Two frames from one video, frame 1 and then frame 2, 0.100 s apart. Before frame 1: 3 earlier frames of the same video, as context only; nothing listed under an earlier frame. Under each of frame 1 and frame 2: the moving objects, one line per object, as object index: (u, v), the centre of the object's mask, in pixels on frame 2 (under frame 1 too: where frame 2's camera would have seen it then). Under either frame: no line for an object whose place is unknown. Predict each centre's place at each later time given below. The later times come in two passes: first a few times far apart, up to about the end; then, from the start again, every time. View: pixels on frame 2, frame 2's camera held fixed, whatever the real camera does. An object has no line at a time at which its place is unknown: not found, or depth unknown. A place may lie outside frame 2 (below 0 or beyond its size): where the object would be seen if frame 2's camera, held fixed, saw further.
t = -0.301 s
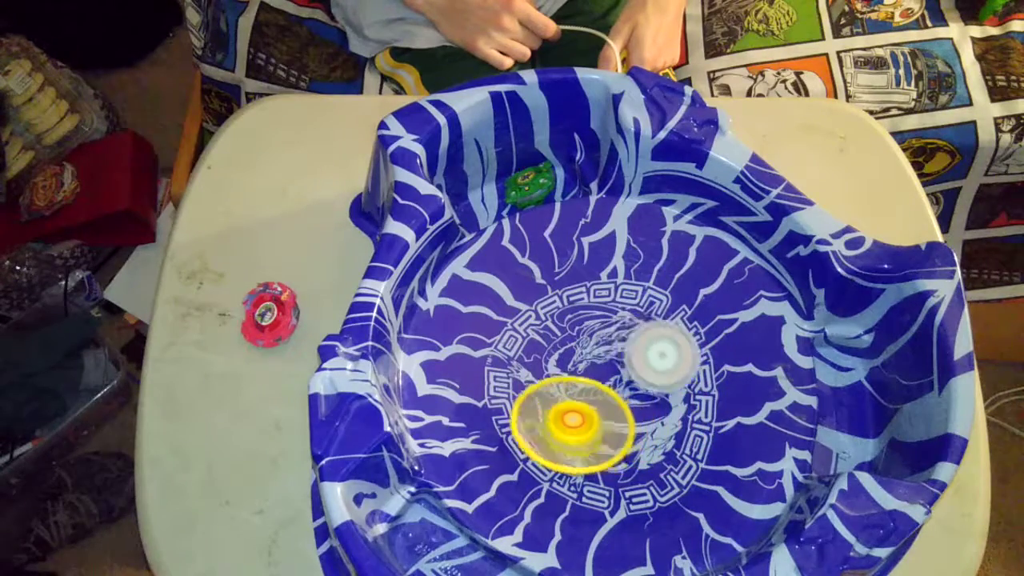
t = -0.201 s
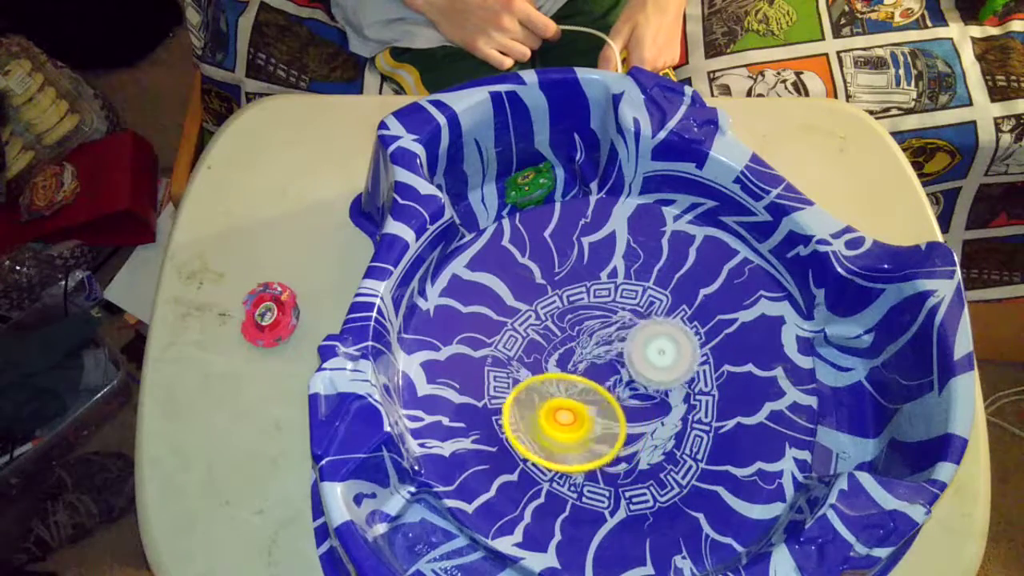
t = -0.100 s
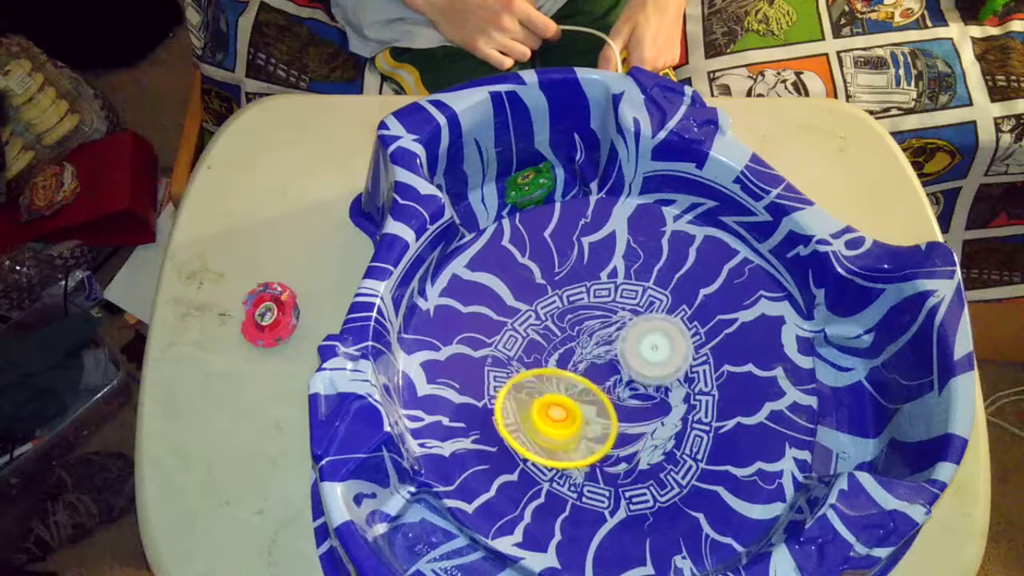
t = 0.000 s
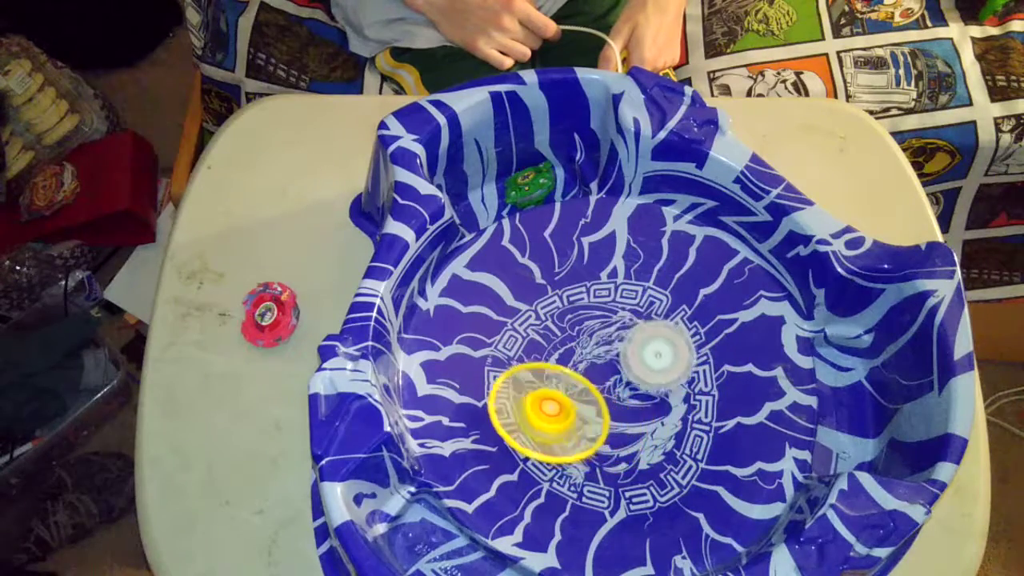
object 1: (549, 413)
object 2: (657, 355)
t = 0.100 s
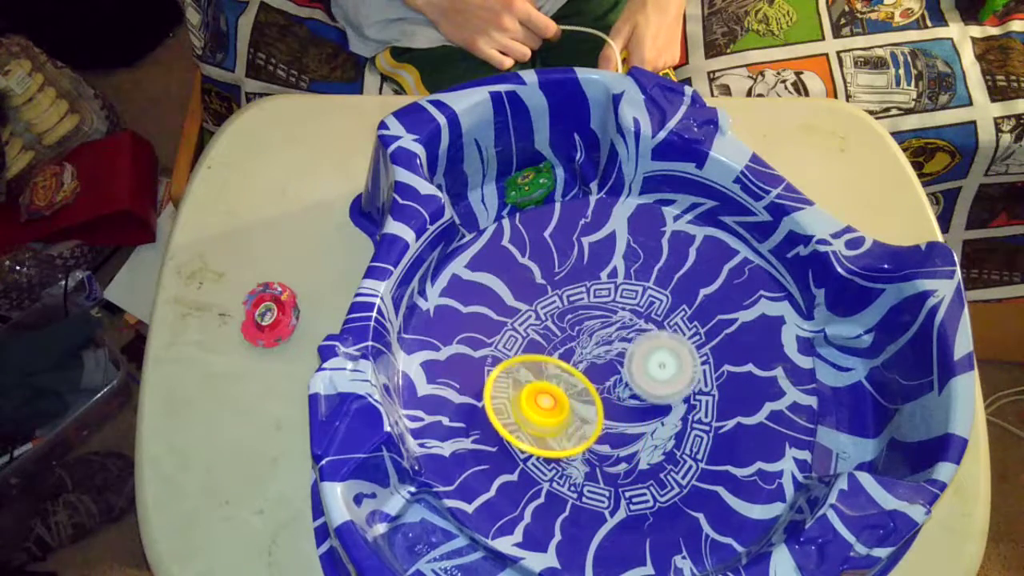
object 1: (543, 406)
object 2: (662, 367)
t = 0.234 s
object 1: (538, 396)
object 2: (663, 381)
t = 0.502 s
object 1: (534, 371)
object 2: (657, 409)
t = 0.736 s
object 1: (537, 350)
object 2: (653, 412)
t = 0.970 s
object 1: (550, 335)
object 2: (635, 426)
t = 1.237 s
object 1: (573, 324)
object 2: (619, 431)
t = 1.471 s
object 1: (598, 321)
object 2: (595, 428)
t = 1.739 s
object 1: (622, 328)
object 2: (587, 426)
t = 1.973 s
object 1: (645, 339)
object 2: (567, 413)
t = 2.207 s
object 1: (657, 353)
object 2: (556, 401)
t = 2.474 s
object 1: (662, 374)
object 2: (550, 383)
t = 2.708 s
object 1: (660, 395)
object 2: (552, 362)
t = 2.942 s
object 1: (649, 413)
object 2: (556, 349)
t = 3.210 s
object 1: (629, 424)
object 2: (568, 336)
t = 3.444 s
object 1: (606, 426)
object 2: (582, 327)
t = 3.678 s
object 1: (586, 419)
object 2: (599, 324)
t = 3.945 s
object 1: (567, 404)
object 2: (621, 327)
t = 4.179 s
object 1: (556, 385)
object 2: (637, 332)
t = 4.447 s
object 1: (557, 362)
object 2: (649, 341)
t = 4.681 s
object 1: (565, 344)
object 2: (659, 351)
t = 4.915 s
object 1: (574, 336)
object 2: (675, 353)
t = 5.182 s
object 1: (594, 328)
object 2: (687, 361)
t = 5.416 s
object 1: (599, 330)
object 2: (705, 382)
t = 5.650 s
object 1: (612, 337)
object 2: (679, 398)
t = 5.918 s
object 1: (612, 339)
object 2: (626, 444)
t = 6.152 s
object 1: (614, 353)
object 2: (590, 456)
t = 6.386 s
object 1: (613, 367)
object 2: (572, 449)
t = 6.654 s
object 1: (630, 370)
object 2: (548, 415)
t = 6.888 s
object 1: (643, 363)
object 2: (525, 364)
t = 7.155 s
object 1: (651, 360)
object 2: (510, 333)
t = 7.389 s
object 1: (656, 362)
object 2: (533, 334)
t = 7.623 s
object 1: (669, 384)
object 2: (580, 317)
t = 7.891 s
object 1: (664, 389)
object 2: (623, 286)
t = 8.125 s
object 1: (649, 399)
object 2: (642, 293)
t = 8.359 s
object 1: (628, 408)
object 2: (657, 323)
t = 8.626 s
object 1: (599, 412)
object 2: (671, 350)
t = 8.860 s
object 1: (576, 405)
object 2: (665, 368)
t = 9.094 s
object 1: (562, 389)
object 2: (658, 408)
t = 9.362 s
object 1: (563, 366)
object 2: (646, 420)
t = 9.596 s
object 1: (571, 350)
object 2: (629, 428)
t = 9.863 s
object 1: (591, 341)
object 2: (616, 435)
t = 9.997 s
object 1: (601, 339)
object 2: (612, 436)
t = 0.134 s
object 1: (542, 404)
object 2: (662, 370)
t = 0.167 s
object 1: (541, 401)
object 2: (663, 374)
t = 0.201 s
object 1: (539, 398)
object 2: (663, 378)
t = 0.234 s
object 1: (538, 396)
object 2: (663, 381)
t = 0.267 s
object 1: (538, 393)
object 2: (663, 384)
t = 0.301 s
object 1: (537, 390)
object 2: (663, 387)
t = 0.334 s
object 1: (537, 387)
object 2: (663, 390)
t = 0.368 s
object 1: (536, 384)
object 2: (662, 394)
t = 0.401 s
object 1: (536, 380)
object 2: (661, 398)
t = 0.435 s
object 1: (535, 377)
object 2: (659, 402)
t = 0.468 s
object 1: (535, 374)
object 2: (658, 406)
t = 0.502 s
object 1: (534, 371)
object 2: (657, 409)
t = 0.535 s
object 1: (534, 368)
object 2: (657, 410)
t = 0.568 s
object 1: (534, 365)
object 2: (656, 411)
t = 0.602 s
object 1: (534, 362)
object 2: (656, 411)
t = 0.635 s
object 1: (534, 359)
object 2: (656, 411)
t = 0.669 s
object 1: (535, 356)
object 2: (656, 411)
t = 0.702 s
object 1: (535, 353)
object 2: (654, 411)
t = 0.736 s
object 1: (537, 350)
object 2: (653, 412)
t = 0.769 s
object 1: (538, 348)
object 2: (651, 413)
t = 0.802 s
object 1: (540, 345)
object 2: (649, 414)
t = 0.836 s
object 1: (541, 343)
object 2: (646, 418)
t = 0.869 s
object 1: (543, 341)
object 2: (643, 420)
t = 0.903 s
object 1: (546, 339)
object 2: (640, 422)
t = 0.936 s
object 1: (548, 337)
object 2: (638, 424)
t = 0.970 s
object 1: (550, 335)
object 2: (635, 426)
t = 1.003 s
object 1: (553, 333)
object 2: (633, 428)
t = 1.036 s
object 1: (555, 332)
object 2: (631, 428)
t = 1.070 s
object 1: (558, 330)
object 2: (629, 429)
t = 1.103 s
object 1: (561, 329)
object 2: (627, 430)
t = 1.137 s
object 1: (564, 328)
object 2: (626, 430)
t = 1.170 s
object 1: (567, 326)
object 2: (623, 430)
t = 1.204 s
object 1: (570, 325)
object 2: (621, 430)
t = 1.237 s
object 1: (573, 324)
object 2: (619, 431)
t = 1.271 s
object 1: (577, 323)
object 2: (616, 431)
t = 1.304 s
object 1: (580, 323)
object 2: (612, 430)
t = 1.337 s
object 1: (584, 322)
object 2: (609, 430)
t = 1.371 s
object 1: (587, 321)
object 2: (607, 430)
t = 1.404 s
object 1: (591, 321)
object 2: (602, 429)
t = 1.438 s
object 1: (594, 321)
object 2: (598, 429)
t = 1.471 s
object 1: (598, 321)
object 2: (595, 428)
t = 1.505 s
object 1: (601, 321)
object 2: (592, 428)
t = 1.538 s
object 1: (604, 321)
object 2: (589, 428)
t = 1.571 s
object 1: (607, 321)
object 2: (588, 428)
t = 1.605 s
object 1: (611, 322)
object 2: (588, 429)
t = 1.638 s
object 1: (614, 323)
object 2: (588, 428)
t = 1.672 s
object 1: (617, 325)
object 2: (588, 428)
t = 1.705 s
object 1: (620, 327)
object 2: (588, 427)
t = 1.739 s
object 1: (622, 328)
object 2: (587, 426)
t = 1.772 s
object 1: (626, 330)
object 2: (584, 425)
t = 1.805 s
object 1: (630, 331)
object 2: (581, 423)
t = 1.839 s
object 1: (633, 333)
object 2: (577, 421)
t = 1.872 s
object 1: (637, 334)
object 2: (574, 419)
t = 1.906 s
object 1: (640, 336)
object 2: (572, 417)
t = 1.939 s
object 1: (643, 337)
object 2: (569, 415)
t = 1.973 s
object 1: (645, 339)
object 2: (567, 413)
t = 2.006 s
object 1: (648, 341)
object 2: (565, 411)
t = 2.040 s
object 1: (650, 343)
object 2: (564, 410)
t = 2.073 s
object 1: (651, 345)
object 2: (562, 407)
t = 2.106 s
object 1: (653, 347)
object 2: (559, 405)
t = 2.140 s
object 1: (654, 349)
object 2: (558, 403)
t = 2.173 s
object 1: (655, 351)
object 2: (557, 402)
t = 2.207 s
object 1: (657, 353)
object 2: (556, 401)
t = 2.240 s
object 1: (658, 356)
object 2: (555, 399)
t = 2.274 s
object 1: (658, 358)
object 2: (555, 398)
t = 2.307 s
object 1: (659, 360)
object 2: (554, 397)
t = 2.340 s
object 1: (660, 362)
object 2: (553, 394)
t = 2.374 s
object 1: (661, 365)
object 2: (552, 391)
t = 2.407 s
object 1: (661, 368)
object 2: (551, 388)
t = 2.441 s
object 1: (662, 371)
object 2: (550, 385)
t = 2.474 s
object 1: (662, 374)
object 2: (550, 383)
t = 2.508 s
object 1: (663, 377)
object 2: (550, 380)
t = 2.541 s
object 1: (663, 380)
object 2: (550, 378)
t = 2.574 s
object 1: (663, 383)
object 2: (550, 375)
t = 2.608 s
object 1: (662, 386)
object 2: (551, 372)
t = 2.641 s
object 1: (662, 389)
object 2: (551, 368)
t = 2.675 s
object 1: (661, 391)
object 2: (551, 366)
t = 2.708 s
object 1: (660, 395)
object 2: (552, 362)
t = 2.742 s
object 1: (658, 397)
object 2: (553, 360)
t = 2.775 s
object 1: (657, 400)
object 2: (553, 357)
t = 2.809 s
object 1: (656, 403)
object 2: (553, 355)
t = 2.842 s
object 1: (654, 406)
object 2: (554, 353)
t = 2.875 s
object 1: (653, 409)
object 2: (554, 351)
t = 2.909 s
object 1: (651, 411)
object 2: (554, 351)
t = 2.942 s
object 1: (649, 413)
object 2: (556, 349)
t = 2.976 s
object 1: (647, 415)
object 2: (557, 348)
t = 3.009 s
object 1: (645, 417)
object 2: (558, 347)
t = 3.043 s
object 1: (642, 418)
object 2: (559, 345)
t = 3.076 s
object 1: (640, 420)
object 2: (561, 343)
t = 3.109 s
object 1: (637, 421)
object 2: (563, 341)
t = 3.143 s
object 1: (635, 422)
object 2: (564, 339)
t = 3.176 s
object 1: (632, 423)
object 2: (566, 338)
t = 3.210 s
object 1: (629, 424)
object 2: (568, 336)
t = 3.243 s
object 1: (625, 424)
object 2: (570, 334)
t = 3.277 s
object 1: (622, 425)
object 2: (572, 333)
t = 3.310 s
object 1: (619, 426)
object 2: (574, 331)
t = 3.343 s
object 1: (615, 426)
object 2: (575, 330)
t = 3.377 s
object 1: (612, 426)
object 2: (577, 329)
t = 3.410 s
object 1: (609, 426)
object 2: (579, 328)
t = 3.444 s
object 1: (606, 426)
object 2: (582, 327)
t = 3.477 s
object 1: (602, 425)
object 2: (585, 327)
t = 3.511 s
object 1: (599, 425)
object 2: (587, 326)
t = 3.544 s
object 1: (596, 424)
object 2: (589, 326)
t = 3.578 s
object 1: (593, 423)
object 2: (591, 325)
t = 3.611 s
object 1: (590, 422)
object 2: (594, 324)
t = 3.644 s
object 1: (588, 421)
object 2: (596, 324)
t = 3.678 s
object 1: (586, 419)
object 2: (599, 324)
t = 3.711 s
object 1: (584, 418)
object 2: (601, 323)
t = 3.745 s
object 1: (581, 416)
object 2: (604, 324)
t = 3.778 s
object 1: (578, 414)
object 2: (606, 324)
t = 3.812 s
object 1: (576, 412)
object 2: (609, 324)
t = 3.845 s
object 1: (573, 410)
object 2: (612, 324)
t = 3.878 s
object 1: (571, 408)
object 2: (614, 325)
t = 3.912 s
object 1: (569, 406)
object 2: (617, 326)
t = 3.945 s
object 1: (567, 404)
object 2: (621, 327)
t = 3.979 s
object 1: (565, 401)
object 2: (623, 327)
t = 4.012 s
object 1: (563, 398)
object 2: (625, 328)
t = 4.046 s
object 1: (561, 396)
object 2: (628, 328)
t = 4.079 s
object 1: (559, 393)
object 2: (631, 329)
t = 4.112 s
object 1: (558, 391)
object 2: (634, 329)
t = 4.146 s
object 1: (557, 388)
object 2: (635, 331)
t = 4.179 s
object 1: (556, 385)
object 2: (637, 332)
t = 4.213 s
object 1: (556, 382)
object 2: (639, 333)
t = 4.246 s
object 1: (555, 379)
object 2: (640, 334)
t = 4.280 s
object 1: (555, 376)
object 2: (642, 335)
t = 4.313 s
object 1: (555, 373)
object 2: (644, 336)
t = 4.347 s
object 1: (555, 370)
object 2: (646, 338)
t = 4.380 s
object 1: (556, 367)
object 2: (647, 339)
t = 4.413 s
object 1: (556, 365)
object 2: (648, 340)
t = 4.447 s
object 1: (557, 362)
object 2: (649, 341)
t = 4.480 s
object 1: (558, 359)
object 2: (650, 342)
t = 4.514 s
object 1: (559, 356)
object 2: (652, 344)
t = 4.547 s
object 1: (560, 353)
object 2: (653, 345)
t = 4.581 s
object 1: (562, 351)
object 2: (655, 347)
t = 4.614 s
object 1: (563, 348)
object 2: (656, 348)
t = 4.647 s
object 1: (564, 346)
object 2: (658, 350)
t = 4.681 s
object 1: (565, 344)
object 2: (659, 351)
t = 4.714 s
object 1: (566, 343)
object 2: (661, 351)
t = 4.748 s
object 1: (567, 341)
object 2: (662, 351)
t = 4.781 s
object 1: (568, 340)
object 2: (664, 351)
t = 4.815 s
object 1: (570, 339)
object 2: (665, 351)
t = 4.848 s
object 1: (572, 338)
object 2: (668, 351)
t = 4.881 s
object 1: (574, 337)
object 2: (670, 352)
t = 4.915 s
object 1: (574, 336)
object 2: (675, 353)
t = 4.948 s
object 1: (576, 335)
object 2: (677, 354)
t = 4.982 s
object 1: (579, 335)
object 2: (678, 354)
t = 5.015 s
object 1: (583, 334)
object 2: (678, 354)
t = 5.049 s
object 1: (584, 332)
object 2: (681, 355)
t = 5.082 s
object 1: (587, 331)
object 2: (683, 356)
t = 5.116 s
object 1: (590, 330)
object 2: (684, 357)
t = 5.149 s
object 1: (592, 329)
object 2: (686, 360)
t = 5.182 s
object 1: (594, 328)
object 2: (687, 361)
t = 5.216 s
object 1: (593, 326)
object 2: (694, 366)
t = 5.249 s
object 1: (589, 324)
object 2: (702, 374)
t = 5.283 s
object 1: (589, 324)
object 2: (706, 378)
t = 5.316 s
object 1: (590, 326)
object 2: (707, 380)
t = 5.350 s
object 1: (593, 327)
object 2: (707, 380)
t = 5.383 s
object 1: (596, 329)
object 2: (706, 381)
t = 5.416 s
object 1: (599, 330)
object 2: (705, 382)
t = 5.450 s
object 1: (602, 331)
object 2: (703, 383)
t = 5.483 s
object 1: (605, 333)
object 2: (701, 383)
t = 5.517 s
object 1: (608, 335)
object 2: (698, 384)
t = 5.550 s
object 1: (611, 337)
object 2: (694, 385)
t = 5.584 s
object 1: (611, 337)
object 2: (691, 388)
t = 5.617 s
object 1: (611, 337)
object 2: (686, 393)
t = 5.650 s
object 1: (612, 337)
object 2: (679, 398)
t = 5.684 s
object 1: (612, 337)
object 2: (669, 404)
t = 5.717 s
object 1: (611, 335)
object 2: (662, 411)
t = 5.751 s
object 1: (610, 333)
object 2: (656, 416)
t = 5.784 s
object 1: (610, 333)
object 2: (651, 423)
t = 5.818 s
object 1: (610, 334)
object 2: (644, 428)
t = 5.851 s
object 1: (611, 335)
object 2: (638, 433)
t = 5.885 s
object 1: (611, 336)
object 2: (633, 439)
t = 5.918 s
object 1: (612, 339)
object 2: (626, 444)
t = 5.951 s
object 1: (612, 340)
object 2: (619, 447)
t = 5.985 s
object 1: (613, 342)
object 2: (614, 450)
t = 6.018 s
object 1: (613, 344)
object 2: (608, 452)
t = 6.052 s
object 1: (613, 346)
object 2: (602, 454)
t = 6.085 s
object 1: (614, 348)
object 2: (599, 455)
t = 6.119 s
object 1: (614, 351)
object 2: (595, 456)
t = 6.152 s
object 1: (614, 353)
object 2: (590, 456)
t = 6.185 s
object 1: (614, 355)
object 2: (587, 455)
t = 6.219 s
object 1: (614, 357)
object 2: (584, 455)
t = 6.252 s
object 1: (614, 359)
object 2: (581, 454)
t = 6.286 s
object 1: (614, 361)
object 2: (578, 452)
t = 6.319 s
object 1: (614, 363)
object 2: (576, 451)
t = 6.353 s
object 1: (613, 365)
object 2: (574, 450)
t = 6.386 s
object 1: (613, 367)
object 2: (572, 449)
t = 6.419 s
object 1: (613, 369)
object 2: (571, 447)
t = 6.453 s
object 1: (613, 371)
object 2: (568, 446)
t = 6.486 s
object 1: (613, 372)
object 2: (565, 444)
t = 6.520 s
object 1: (614, 373)
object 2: (562, 440)
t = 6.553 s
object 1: (617, 373)
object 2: (558, 436)
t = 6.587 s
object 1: (618, 374)
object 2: (555, 430)
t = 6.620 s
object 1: (623, 372)
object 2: (550, 421)
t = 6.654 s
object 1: (630, 370)
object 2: (548, 415)
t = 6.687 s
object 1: (634, 369)
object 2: (543, 407)
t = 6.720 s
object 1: (636, 368)
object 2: (542, 401)
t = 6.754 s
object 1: (637, 367)
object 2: (539, 395)
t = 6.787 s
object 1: (638, 366)
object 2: (535, 387)
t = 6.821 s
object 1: (640, 365)
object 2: (532, 378)
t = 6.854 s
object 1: (642, 364)
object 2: (530, 373)
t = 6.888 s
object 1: (643, 363)
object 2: (525, 364)
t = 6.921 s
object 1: (644, 362)
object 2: (523, 357)
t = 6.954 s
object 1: (646, 362)
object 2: (518, 350)
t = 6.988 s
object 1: (647, 361)
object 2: (516, 345)
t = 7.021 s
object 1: (648, 361)
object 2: (513, 341)
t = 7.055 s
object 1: (649, 360)
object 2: (511, 338)
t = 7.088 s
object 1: (650, 360)
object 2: (509, 336)
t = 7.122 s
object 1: (651, 360)
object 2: (509, 334)
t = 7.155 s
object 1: (651, 360)
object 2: (510, 333)
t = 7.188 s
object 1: (652, 360)
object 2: (511, 333)
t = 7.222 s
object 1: (653, 360)
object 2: (512, 333)
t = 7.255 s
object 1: (654, 360)
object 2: (515, 333)
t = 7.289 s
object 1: (654, 360)
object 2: (518, 333)
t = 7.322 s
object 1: (655, 361)
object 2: (522, 333)
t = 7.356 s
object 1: (655, 361)
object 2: (527, 334)
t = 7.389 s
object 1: (656, 362)
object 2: (533, 334)
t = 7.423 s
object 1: (656, 362)
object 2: (540, 334)
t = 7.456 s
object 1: (655, 363)
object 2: (548, 335)
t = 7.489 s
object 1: (655, 364)
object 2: (557, 336)
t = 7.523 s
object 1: (655, 365)
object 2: (564, 335)
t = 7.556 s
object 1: (655, 367)
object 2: (571, 333)
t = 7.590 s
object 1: (662, 375)
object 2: (578, 327)
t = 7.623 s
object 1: (669, 384)
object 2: (580, 317)
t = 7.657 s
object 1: (672, 388)
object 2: (585, 310)
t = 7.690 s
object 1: (672, 389)
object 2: (592, 305)
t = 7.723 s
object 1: (672, 389)
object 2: (597, 300)
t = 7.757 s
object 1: (671, 389)
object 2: (603, 296)
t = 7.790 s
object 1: (670, 389)
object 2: (609, 293)
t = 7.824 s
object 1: (668, 389)
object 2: (615, 290)
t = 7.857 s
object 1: (666, 389)
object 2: (619, 288)
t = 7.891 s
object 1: (664, 389)
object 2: (623, 286)
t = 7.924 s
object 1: (662, 389)
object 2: (627, 286)
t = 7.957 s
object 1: (660, 391)
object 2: (631, 285)
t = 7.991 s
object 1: (658, 392)
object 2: (633, 285)
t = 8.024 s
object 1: (656, 394)
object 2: (636, 286)
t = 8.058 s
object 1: (654, 395)
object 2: (638, 288)
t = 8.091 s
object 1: (651, 397)
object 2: (640, 290)
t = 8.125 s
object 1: (649, 399)
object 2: (642, 293)
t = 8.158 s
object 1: (647, 400)
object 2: (644, 296)
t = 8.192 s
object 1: (644, 400)
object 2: (647, 300)
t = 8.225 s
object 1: (641, 401)
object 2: (648, 305)
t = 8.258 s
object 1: (639, 402)
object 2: (650, 311)
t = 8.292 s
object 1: (636, 404)
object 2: (653, 316)
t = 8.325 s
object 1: (632, 407)
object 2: (655, 319)
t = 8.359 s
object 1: (628, 408)
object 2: (657, 323)
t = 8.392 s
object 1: (625, 409)
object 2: (660, 327)
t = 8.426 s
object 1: (620, 411)
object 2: (663, 330)
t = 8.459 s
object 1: (617, 412)
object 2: (666, 333)
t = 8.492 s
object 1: (614, 412)
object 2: (667, 336)
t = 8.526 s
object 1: (611, 412)
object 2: (668, 341)
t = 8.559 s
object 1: (608, 411)
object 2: (668, 344)
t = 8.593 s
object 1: (603, 412)
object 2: (669, 348)
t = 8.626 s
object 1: (599, 412)
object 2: (671, 350)
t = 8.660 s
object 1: (596, 411)
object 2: (672, 352)
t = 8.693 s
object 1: (593, 410)
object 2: (671, 355)
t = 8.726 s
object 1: (591, 409)
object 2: (669, 358)
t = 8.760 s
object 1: (588, 408)
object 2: (667, 362)
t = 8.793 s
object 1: (585, 407)
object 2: (666, 365)
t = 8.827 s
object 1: (580, 406)
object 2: (665, 366)
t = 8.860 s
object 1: (576, 405)
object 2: (665, 368)
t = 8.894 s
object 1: (573, 403)
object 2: (663, 370)
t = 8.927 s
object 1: (571, 400)
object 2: (661, 373)
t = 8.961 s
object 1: (569, 399)
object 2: (660, 379)
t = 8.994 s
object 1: (566, 397)
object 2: (660, 386)
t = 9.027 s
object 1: (563, 394)
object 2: (660, 395)
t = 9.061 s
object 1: (562, 391)
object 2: (659, 401)
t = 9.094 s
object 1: (562, 389)
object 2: (658, 408)
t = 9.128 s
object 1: (561, 386)
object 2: (656, 411)
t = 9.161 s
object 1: (561, 384)
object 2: (655, 413)
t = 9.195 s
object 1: (561, 381)
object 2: (654, 414)
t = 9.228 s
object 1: (562, 378)
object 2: (653, 414)
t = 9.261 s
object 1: (562, 375)
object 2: (651, 415)
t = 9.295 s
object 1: (562, 372)
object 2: (650, 417)
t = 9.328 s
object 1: (563, 369)
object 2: (647, 418)
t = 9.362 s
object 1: (563, 366)
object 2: (646, 420)
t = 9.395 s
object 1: (564, 364)
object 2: (644, 421)
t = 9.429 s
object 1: (566, 361)
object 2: (642, 422)
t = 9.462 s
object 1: (565, 357)
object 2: (641, 424)
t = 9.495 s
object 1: (566, 355)
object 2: (639, 425)
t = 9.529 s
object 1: (568, 353)
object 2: (638, 425)
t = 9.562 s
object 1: (570, 352)
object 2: (633, 425)
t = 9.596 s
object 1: (571, 350)
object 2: (629, 428)
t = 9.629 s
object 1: (573, 348)
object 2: (626, 430)
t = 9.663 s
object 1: (576, 347)
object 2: (623, 432)
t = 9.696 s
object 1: (579, 346)
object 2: (620, 432)
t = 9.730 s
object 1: (581, 345)
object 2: (619, 433)
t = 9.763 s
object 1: (584, 345)
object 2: (618, 433)
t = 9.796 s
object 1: (586, 343)
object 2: (617, 434)
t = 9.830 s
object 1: (588, 341)
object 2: (616, 436)
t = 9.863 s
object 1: (591, 341)
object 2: (616, 435)
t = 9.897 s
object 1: (594, 342)
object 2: (616, 435)
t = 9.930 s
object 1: (596, 341)
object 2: (615, 435)
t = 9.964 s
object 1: (599, 340)
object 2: (614, 435)
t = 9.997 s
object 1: (601, 339)
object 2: (612, 436)
